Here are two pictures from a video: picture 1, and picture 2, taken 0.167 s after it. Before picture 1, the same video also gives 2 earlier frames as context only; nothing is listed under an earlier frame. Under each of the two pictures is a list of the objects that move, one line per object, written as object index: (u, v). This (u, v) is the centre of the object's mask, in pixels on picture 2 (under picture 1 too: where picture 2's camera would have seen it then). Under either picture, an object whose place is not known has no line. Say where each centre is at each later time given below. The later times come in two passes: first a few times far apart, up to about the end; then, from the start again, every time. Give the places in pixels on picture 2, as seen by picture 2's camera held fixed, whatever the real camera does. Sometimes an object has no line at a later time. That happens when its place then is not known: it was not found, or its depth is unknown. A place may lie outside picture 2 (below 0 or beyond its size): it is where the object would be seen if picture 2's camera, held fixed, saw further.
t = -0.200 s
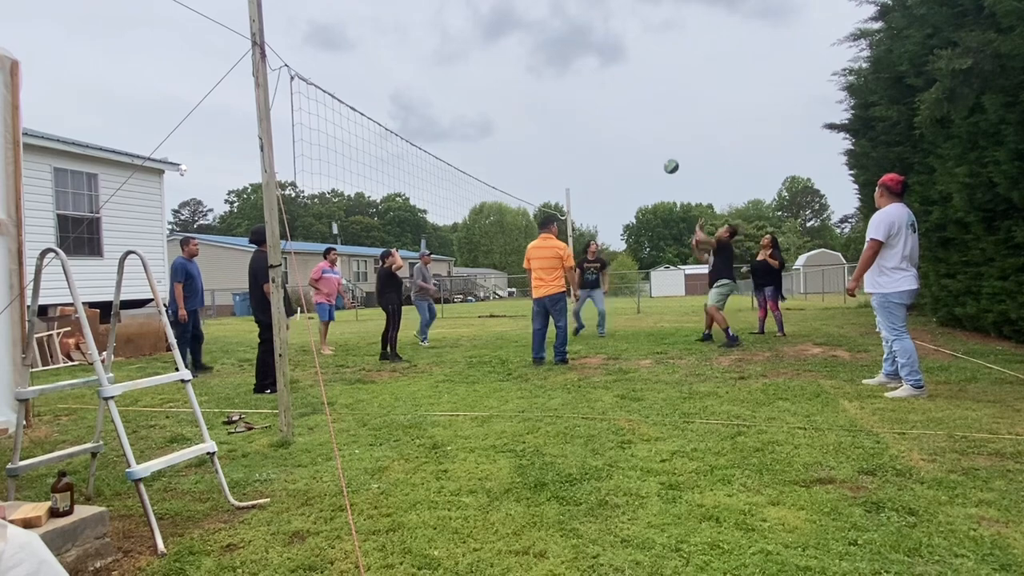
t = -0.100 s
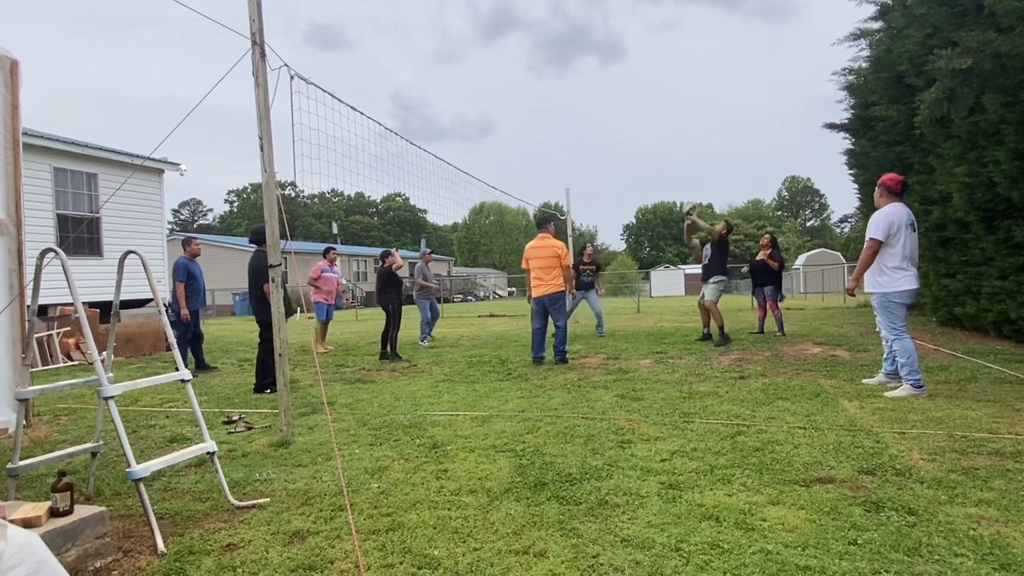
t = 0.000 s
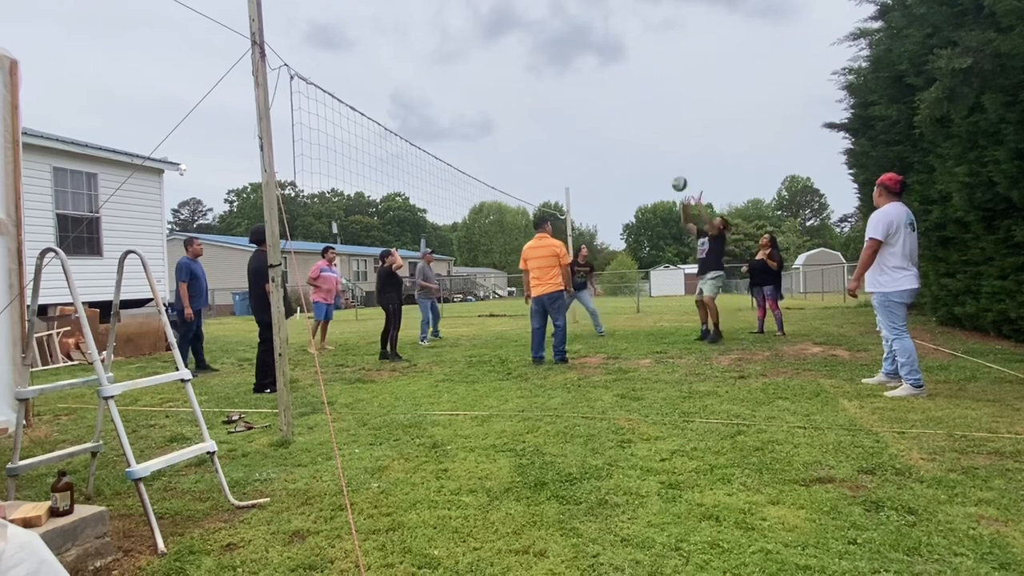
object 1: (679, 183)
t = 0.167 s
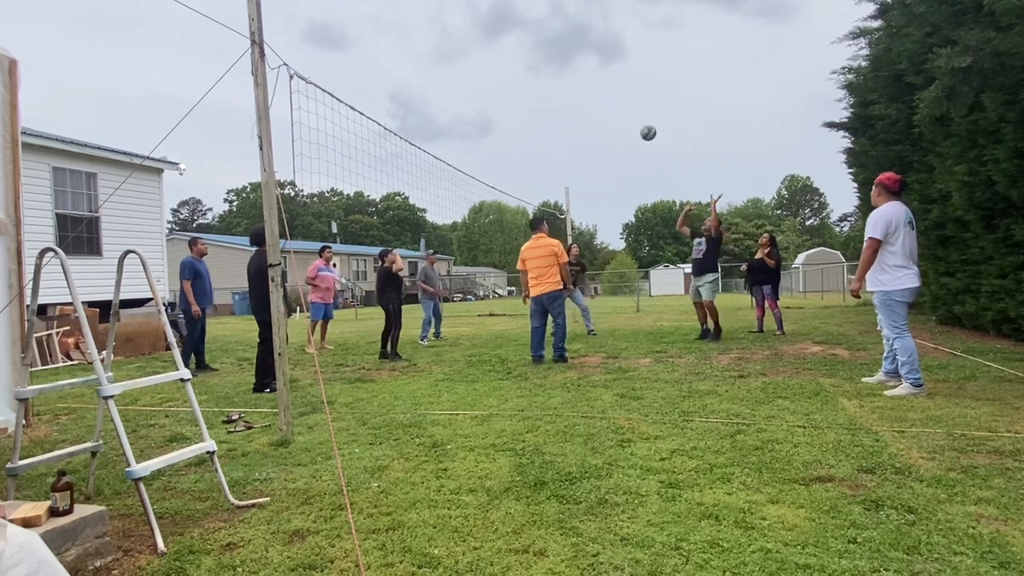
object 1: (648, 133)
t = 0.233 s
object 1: (635, 118)
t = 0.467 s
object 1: (591, 92)
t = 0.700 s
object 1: (547, 109)
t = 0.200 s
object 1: (642, 125)
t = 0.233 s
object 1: (635, 118)
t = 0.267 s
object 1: (629, 111)
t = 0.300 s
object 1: (623, 106)
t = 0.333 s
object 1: (617, 102)
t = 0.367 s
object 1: (610, 98)
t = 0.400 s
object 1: (604, 95)
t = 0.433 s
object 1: (598, 93)
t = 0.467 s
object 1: (591, 92)
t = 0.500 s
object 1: (585, 92)
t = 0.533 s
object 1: (578, 92)
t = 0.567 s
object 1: (572, 94)
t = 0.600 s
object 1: (566, 96)
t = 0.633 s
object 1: (559, 99)
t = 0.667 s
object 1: (553, 103)
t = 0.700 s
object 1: (547, 109)
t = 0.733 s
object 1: (540, 114)
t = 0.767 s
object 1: (534, 121)
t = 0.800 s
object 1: (528, 129)
